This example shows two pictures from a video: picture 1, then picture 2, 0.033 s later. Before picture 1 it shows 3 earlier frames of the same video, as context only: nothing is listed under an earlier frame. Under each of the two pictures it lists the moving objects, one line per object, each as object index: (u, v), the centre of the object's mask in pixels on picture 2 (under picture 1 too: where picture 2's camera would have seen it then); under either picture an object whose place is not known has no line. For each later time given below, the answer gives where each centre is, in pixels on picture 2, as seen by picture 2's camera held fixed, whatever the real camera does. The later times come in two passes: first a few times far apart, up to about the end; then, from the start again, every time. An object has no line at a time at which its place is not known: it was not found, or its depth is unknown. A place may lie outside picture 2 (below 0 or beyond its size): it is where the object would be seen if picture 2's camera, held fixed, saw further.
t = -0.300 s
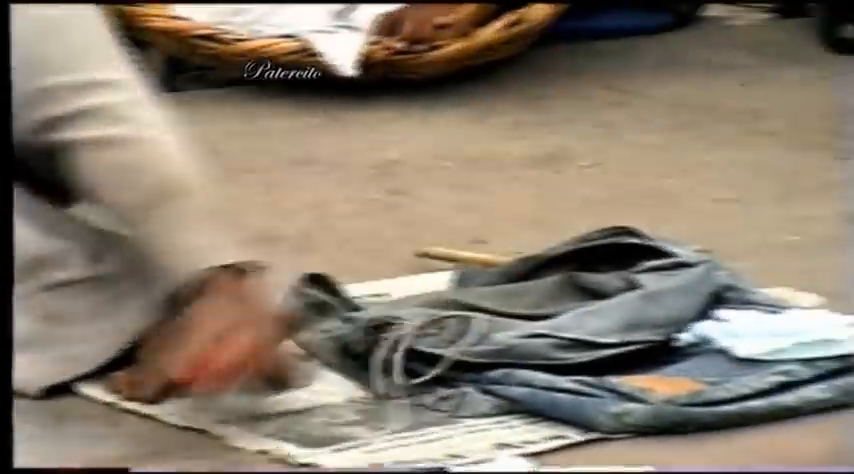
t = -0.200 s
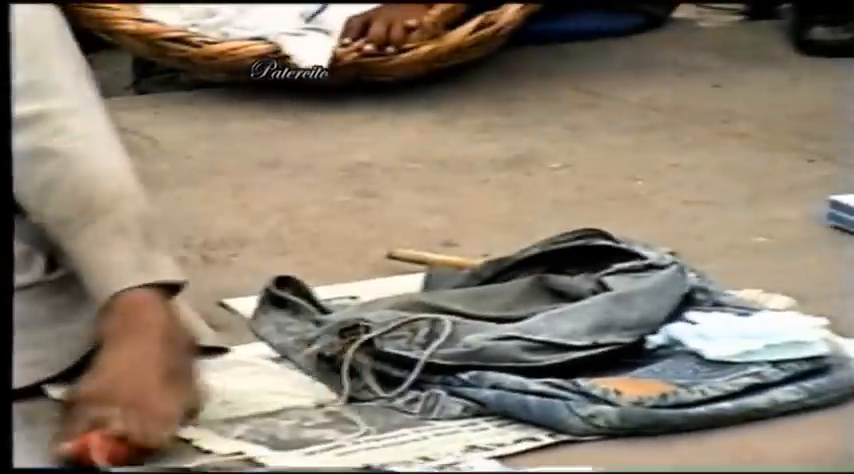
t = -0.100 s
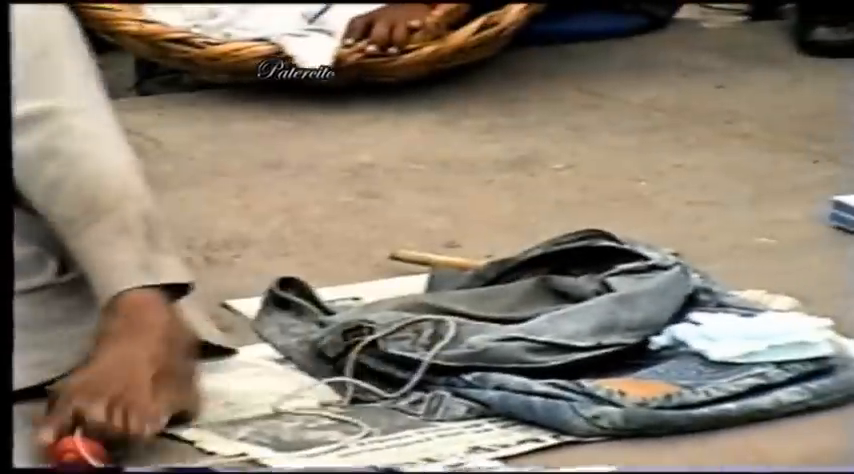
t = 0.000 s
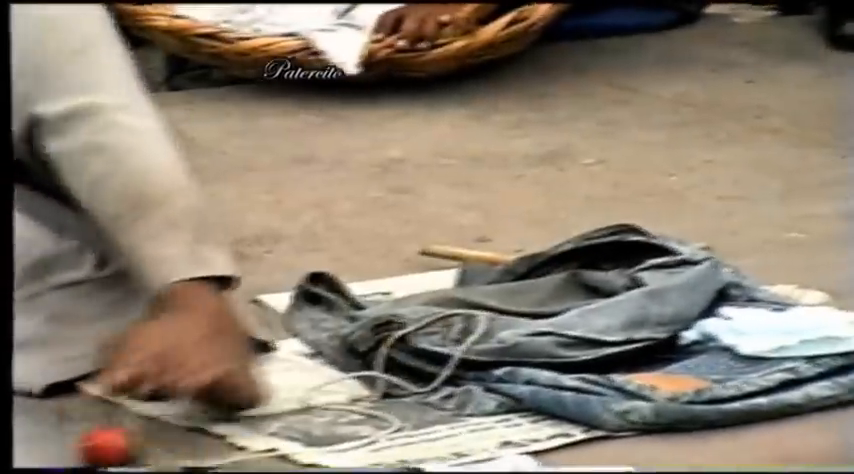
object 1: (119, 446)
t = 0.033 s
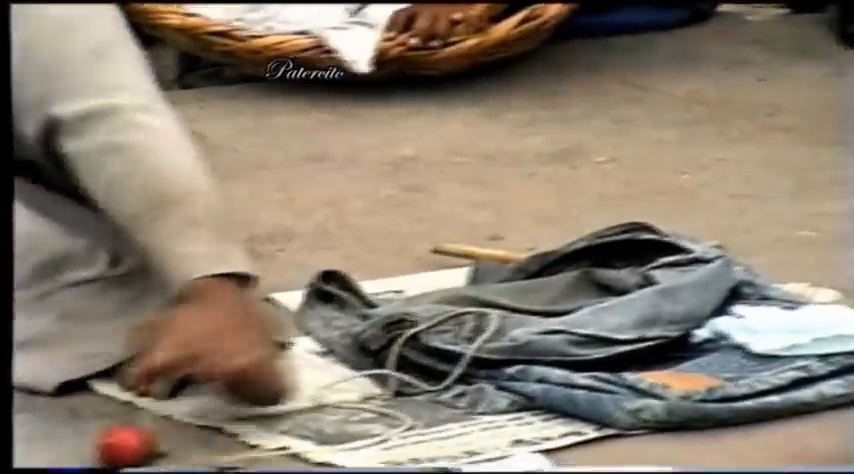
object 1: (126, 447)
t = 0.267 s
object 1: (123, 449)
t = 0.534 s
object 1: (125, 449)
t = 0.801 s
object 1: (124, 450)
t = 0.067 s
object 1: (128, 448)
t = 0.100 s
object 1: (129, 448)
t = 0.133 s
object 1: (127, 449)
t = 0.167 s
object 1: (124, 449)
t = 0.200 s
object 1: (124, 449)
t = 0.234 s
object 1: (123, 449)
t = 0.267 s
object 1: (123, 449)
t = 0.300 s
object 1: (124, 449)
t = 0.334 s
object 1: (126, 449)
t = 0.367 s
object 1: (125, 449)
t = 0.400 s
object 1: (125, 449)
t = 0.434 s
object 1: (125, 449)
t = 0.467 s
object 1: (125, 449)
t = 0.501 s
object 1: (125, 449)
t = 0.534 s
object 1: (125, 449)
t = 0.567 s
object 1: (125, 449)
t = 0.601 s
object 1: (126, 449)
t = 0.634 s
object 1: (125, 449)
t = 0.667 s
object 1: (125, 449)
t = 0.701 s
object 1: (125, 449)
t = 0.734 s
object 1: (125, 449)
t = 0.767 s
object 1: (125, 450)
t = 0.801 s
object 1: (124, 450)
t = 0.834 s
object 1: (125, 450)
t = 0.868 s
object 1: (123, 450)
